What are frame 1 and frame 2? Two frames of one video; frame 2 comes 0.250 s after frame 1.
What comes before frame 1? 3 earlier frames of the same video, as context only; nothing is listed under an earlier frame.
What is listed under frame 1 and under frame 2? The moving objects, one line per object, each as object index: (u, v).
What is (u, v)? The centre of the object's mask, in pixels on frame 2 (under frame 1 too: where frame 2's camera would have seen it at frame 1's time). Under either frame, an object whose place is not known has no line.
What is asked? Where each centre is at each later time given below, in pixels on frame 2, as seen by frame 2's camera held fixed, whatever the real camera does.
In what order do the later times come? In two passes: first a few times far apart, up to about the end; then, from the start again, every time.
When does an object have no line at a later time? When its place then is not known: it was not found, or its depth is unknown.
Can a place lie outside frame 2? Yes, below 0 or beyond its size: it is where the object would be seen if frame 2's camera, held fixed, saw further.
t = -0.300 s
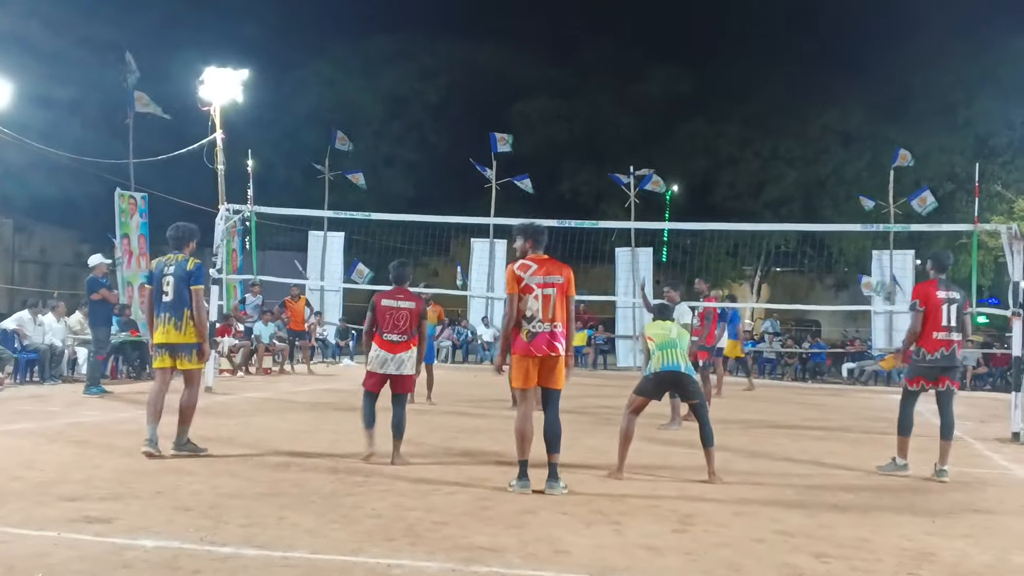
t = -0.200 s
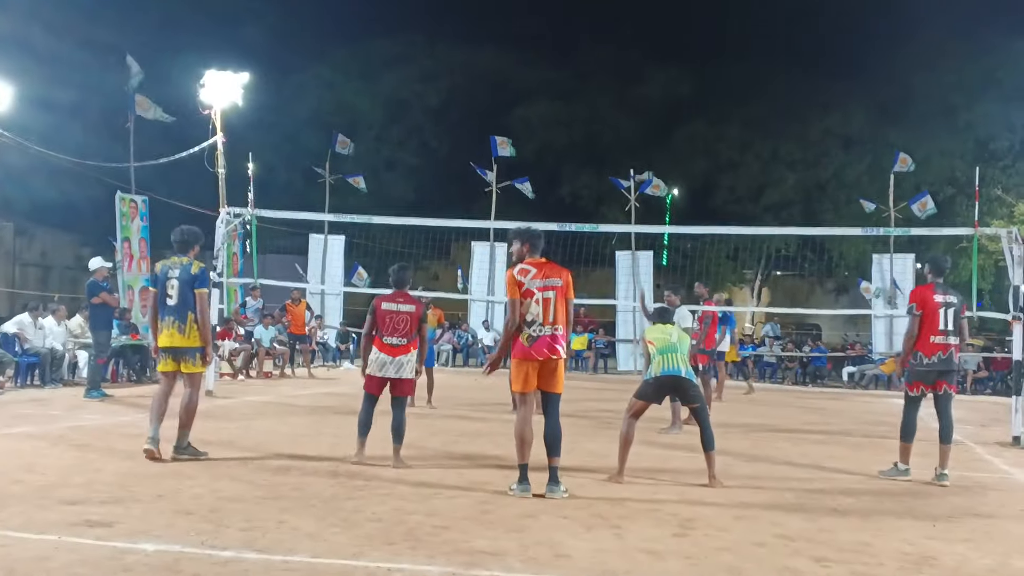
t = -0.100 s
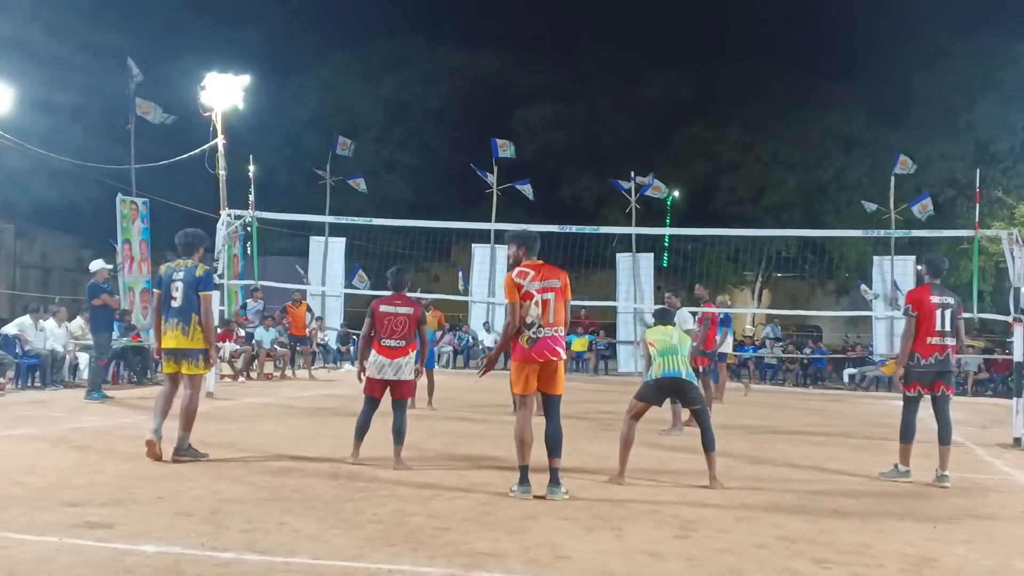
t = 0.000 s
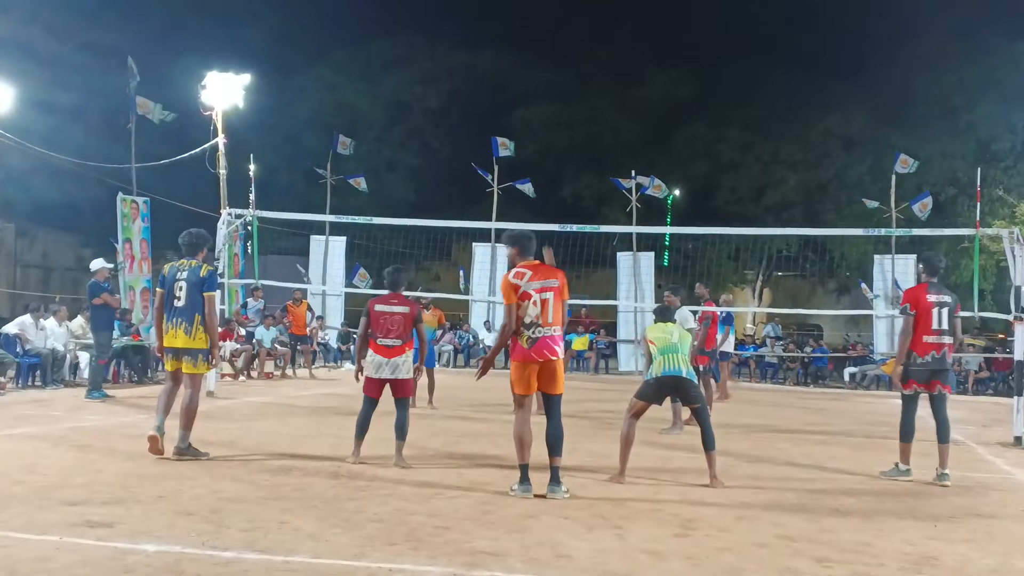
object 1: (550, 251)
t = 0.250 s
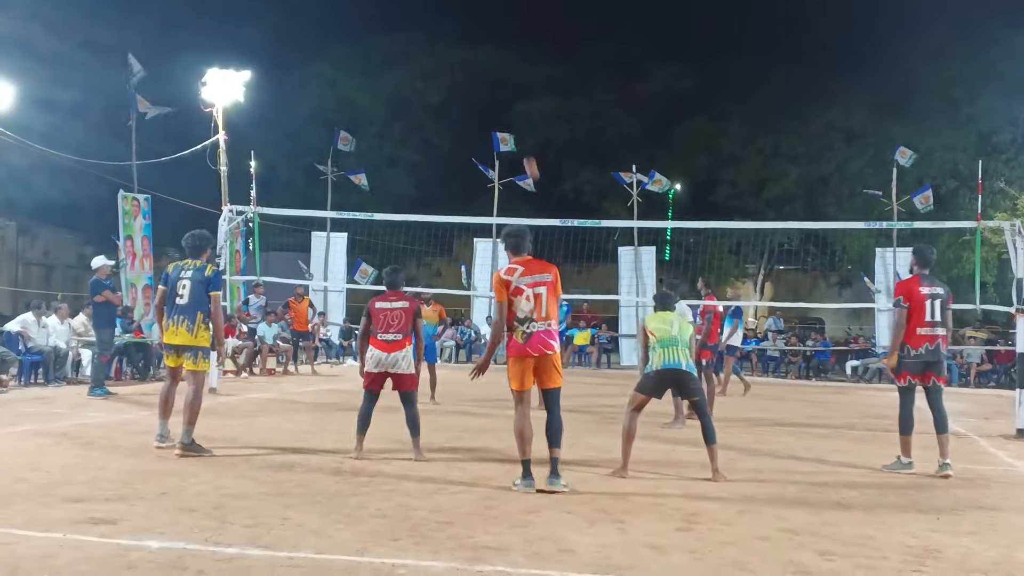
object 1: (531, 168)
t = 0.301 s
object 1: (526, 153)
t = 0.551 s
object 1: (495, 88)
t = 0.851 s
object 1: (441, 51)
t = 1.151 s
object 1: (360, 83)
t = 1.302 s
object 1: (301, 144)
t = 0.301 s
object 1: (526, 153)
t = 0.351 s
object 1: (521, 138)
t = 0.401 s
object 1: (515, 125)
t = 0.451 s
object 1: (509, 111)
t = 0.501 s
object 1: (502, 99)
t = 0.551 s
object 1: (495, 88)
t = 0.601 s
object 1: (487, 78)
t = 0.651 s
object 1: (479, 69)
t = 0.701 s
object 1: (470, 63)
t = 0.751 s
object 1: (461, 57)
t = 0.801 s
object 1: (452, 53)
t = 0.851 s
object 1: (441, 51)
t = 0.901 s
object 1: (430, 51)
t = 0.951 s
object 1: (419, 52)
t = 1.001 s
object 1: (406, 56)
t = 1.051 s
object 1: (392, 62)
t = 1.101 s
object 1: (376, 71)
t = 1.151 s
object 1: (360, 83)
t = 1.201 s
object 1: (342, 99)
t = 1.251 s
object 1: (323, 118)
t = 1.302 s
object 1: (301, 144)
